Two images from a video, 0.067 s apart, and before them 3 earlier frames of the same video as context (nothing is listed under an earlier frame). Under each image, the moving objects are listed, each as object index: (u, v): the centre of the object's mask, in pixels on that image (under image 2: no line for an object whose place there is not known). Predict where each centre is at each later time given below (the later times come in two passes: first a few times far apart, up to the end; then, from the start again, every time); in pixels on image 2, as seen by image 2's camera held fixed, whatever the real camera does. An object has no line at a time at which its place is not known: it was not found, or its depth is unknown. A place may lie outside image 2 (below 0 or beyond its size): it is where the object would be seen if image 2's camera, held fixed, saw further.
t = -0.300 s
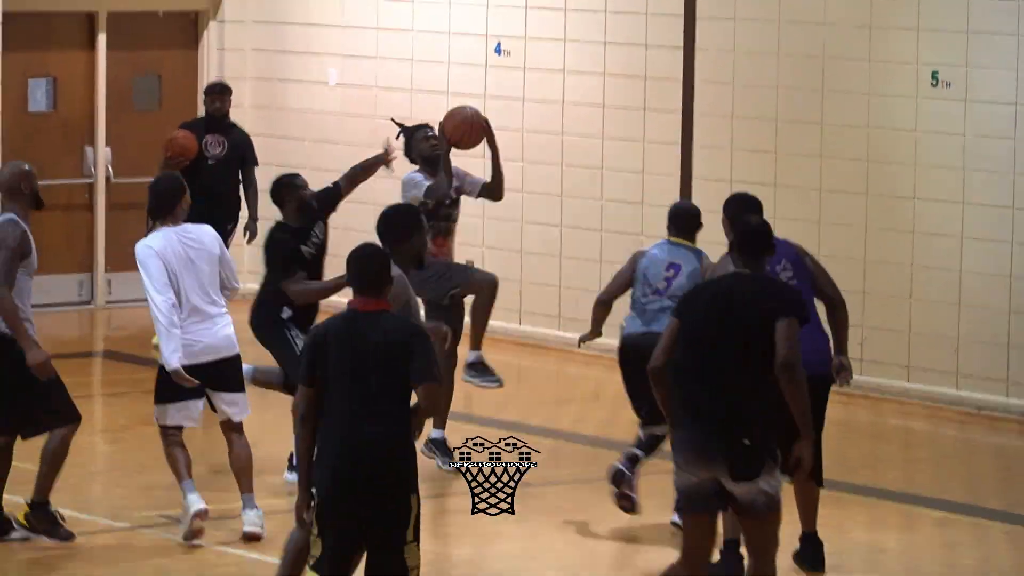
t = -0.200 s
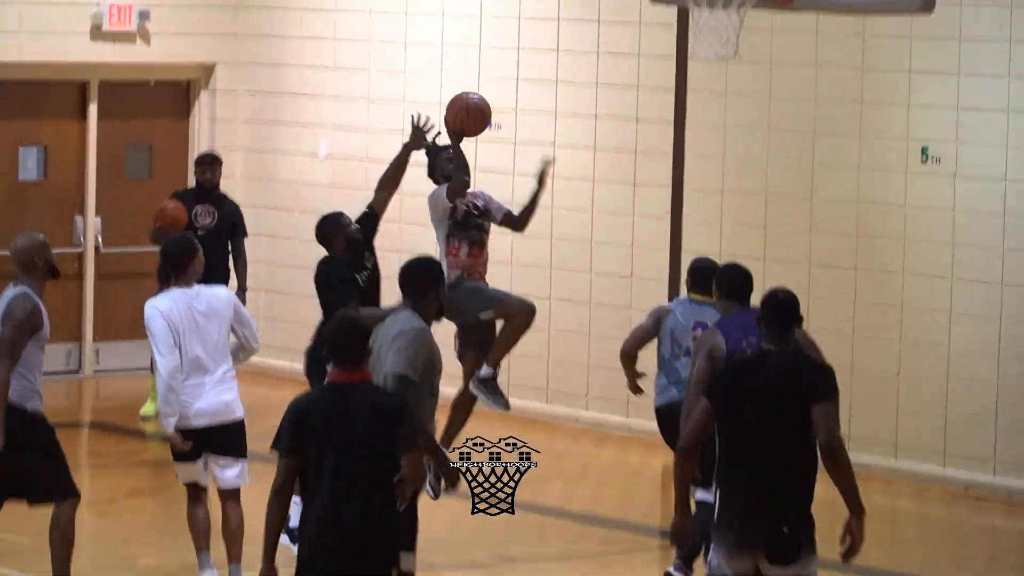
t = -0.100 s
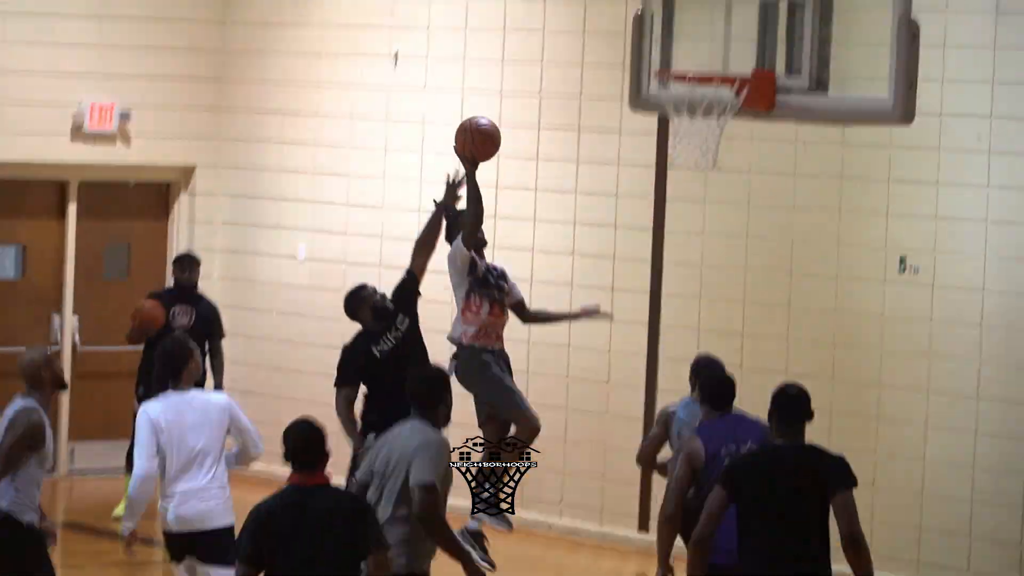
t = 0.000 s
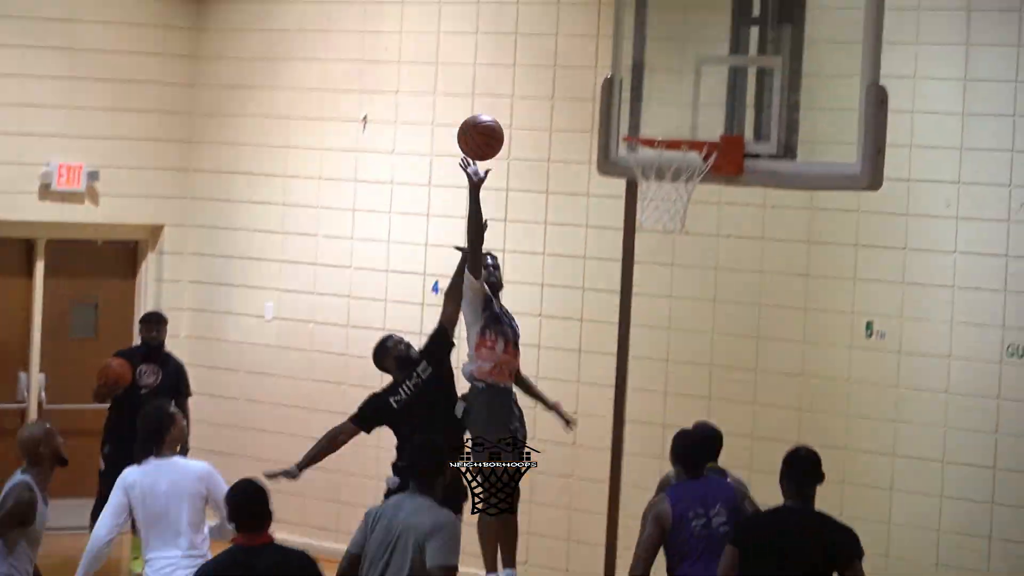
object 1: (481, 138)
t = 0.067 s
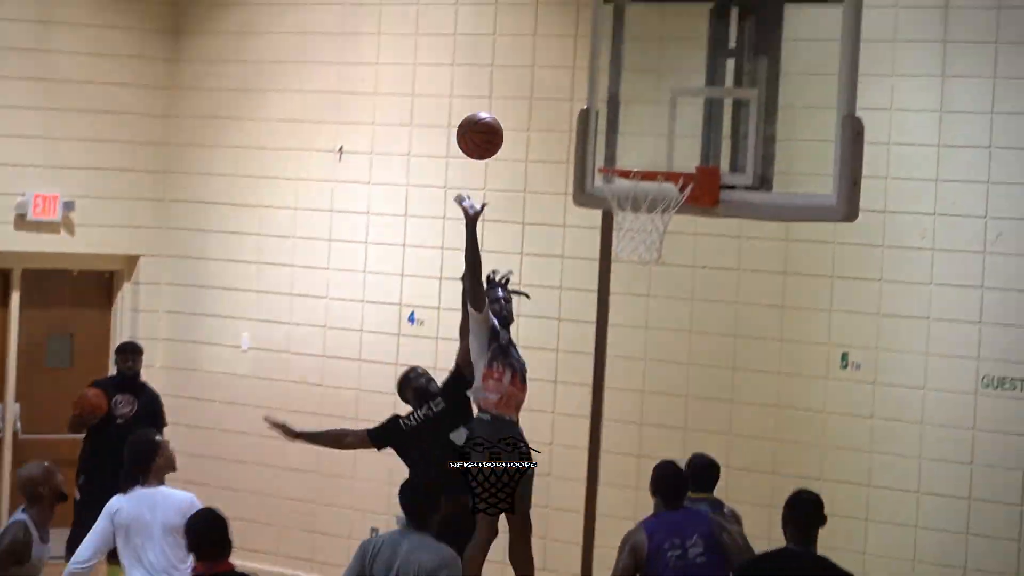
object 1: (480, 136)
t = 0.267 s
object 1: (547, 90)
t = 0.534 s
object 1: (636, 149)
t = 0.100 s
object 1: (491, 123)
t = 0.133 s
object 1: (502, 113)
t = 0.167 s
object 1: (513, 104)
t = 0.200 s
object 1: (524, 97)
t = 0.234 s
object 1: (536, 92)
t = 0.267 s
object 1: (547, 90)
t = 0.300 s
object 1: (558, 90)
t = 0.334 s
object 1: (569, 91)
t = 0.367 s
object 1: (580, 95)
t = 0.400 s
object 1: (591, 102)
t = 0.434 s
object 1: (603, 111)
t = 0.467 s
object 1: (613, 122)
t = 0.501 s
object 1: (624, 136)
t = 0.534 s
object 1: (636, 149)
